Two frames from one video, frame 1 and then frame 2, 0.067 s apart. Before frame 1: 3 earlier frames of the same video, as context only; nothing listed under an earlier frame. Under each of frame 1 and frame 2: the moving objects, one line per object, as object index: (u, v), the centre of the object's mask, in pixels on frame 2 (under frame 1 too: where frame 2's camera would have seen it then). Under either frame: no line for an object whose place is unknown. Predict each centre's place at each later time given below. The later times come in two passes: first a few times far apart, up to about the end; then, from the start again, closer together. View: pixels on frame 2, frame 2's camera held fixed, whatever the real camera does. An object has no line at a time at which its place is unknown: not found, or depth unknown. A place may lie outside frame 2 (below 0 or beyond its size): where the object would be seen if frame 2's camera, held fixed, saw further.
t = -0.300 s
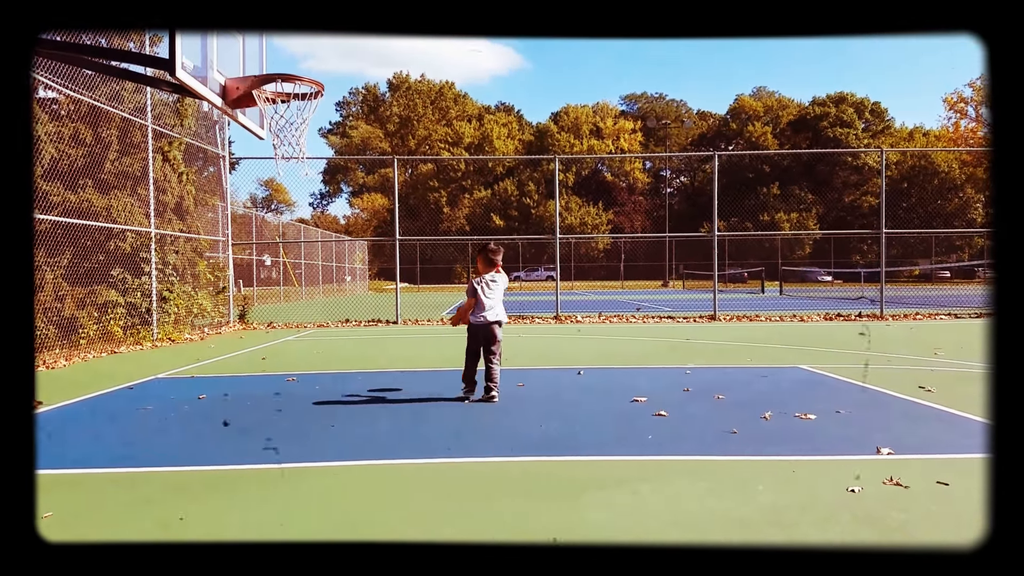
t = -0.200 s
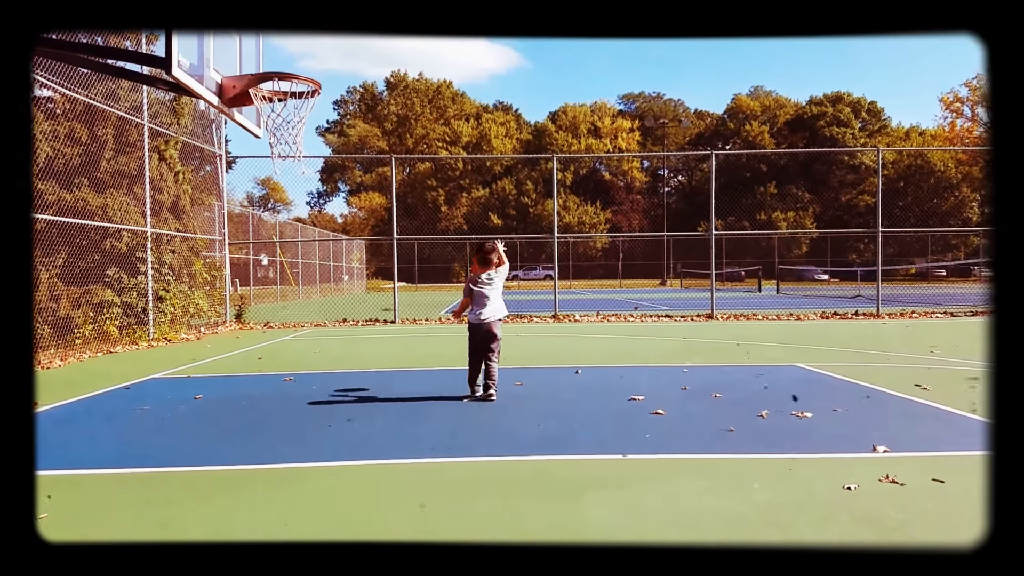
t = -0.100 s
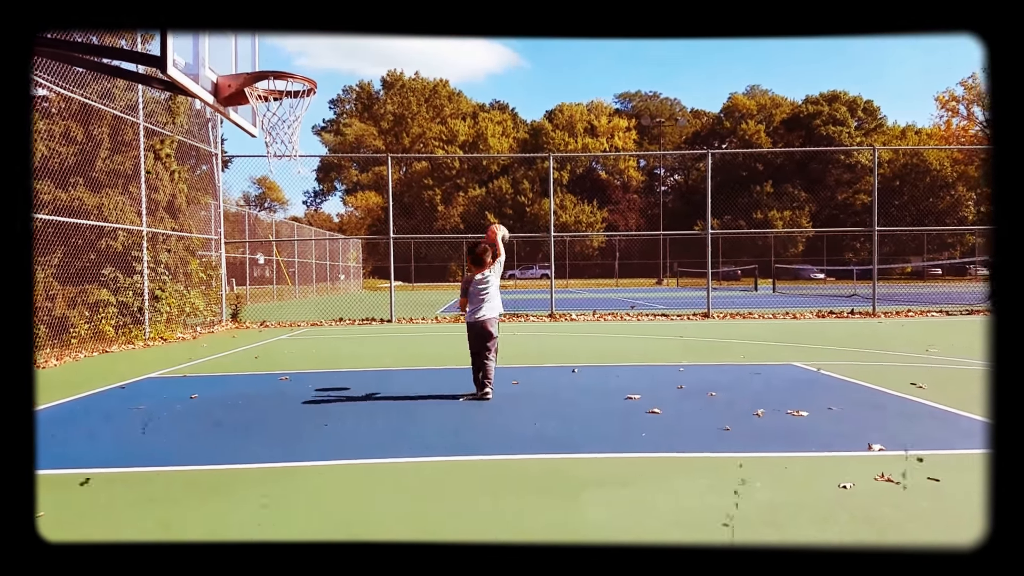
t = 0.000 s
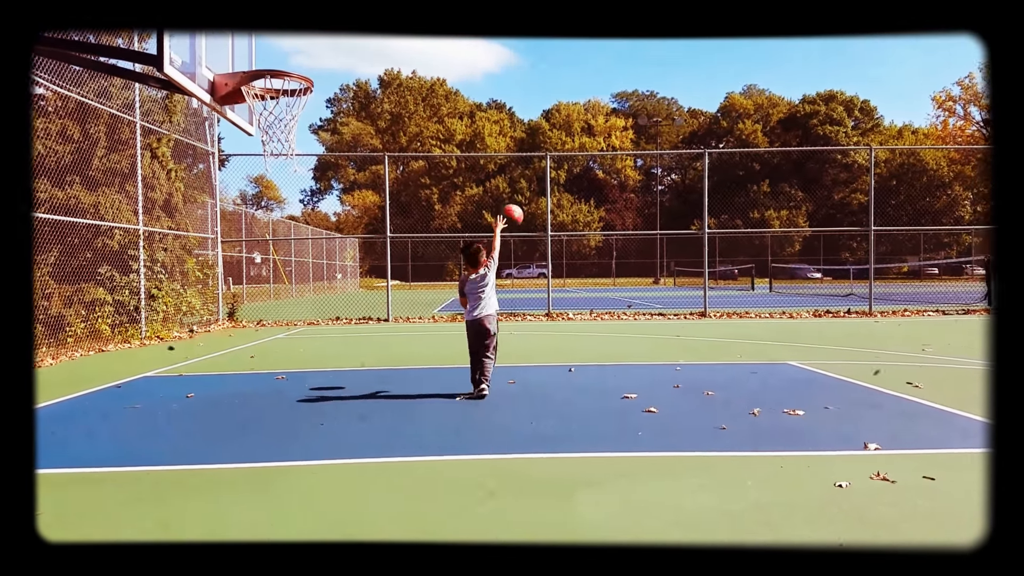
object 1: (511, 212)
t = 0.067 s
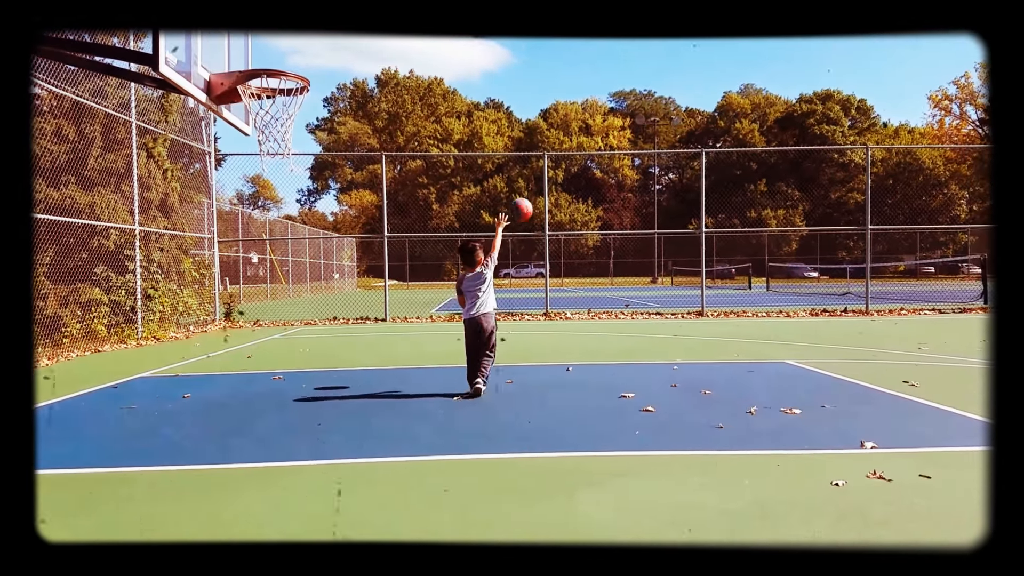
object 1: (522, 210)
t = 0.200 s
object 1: (544, 214)
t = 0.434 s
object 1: (586, 280)
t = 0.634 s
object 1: (622, 359)
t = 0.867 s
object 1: (665, 288)
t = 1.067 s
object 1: (704, 281)
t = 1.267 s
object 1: (742, 325)
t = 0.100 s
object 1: (526, 209)
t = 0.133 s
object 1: (532, 209)
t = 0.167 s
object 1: (537, 211)
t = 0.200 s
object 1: (544, 214)
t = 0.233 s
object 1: (550, 219)
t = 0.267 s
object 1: (556, 226)
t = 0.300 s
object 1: (562, 233)
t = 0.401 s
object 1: (580, 265)
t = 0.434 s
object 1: (586, 280)
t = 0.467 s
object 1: (591, 295)
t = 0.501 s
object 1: (597, 311)
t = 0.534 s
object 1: (603, 329)
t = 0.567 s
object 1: (610, 349)
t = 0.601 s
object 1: (616, 370)
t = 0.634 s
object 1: (622, 359)
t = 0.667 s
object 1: (627, 345)
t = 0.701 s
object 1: (633, 332)
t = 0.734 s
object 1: (640, 320)
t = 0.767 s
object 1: (646, 310)
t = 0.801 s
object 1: (652, 302)
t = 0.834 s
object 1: (658, 294)
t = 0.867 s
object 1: (665, 288)
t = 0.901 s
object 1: (671, 284)
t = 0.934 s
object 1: (678, 280)
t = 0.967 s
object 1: (684, 278)
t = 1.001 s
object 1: (690, 278)
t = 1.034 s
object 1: (696, 279)
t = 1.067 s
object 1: (704, 281)
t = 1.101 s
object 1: (710, 285)
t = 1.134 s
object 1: (716, 290)
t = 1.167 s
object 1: (723, 297)
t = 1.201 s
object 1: (730, 305)
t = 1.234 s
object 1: (736, 315)
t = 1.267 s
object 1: (742, 325)
